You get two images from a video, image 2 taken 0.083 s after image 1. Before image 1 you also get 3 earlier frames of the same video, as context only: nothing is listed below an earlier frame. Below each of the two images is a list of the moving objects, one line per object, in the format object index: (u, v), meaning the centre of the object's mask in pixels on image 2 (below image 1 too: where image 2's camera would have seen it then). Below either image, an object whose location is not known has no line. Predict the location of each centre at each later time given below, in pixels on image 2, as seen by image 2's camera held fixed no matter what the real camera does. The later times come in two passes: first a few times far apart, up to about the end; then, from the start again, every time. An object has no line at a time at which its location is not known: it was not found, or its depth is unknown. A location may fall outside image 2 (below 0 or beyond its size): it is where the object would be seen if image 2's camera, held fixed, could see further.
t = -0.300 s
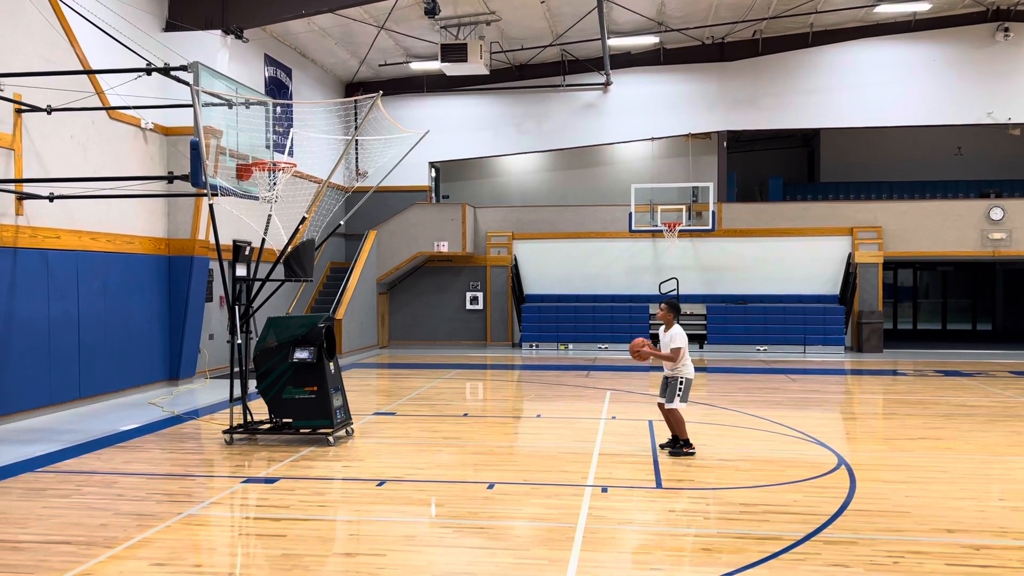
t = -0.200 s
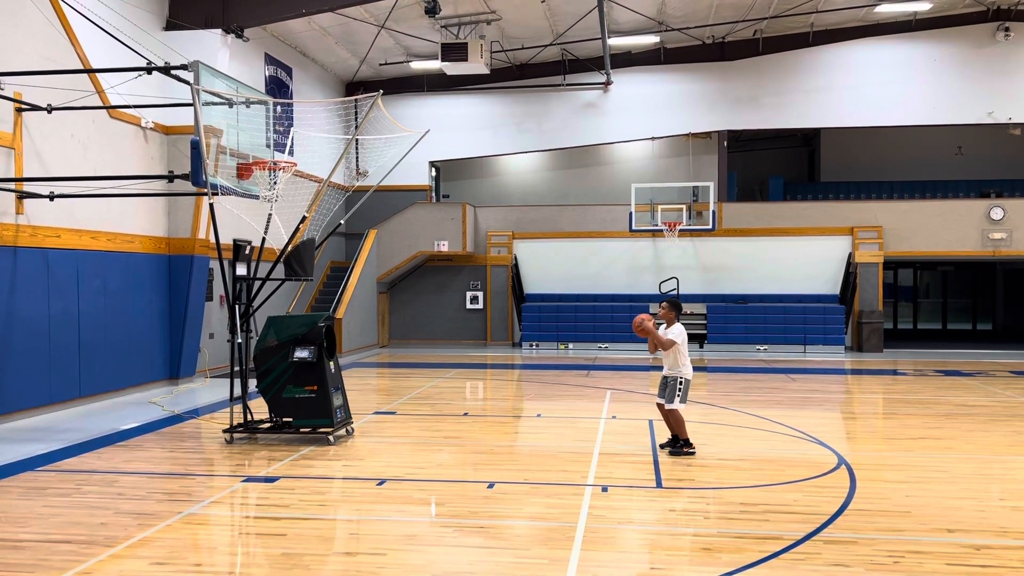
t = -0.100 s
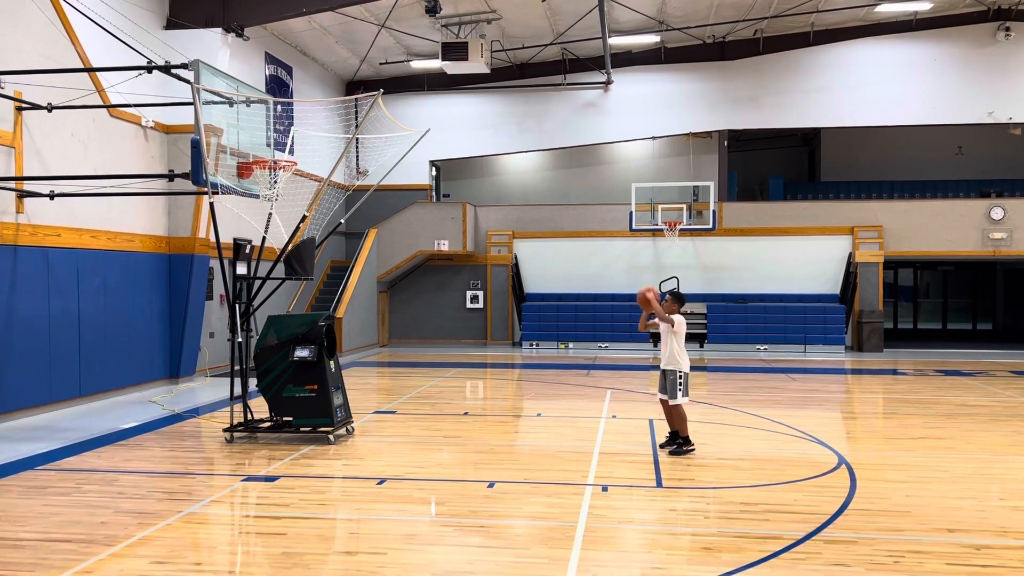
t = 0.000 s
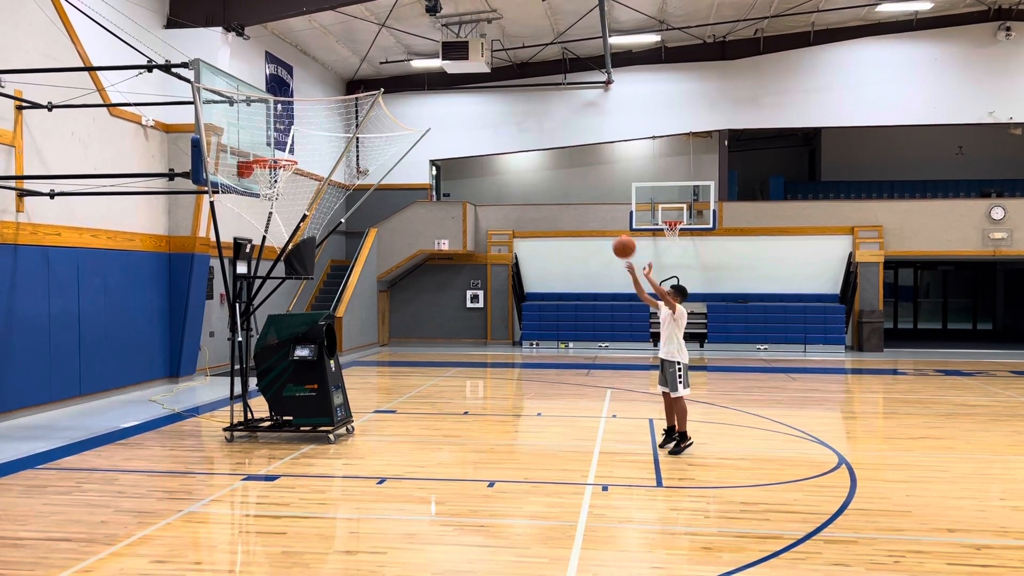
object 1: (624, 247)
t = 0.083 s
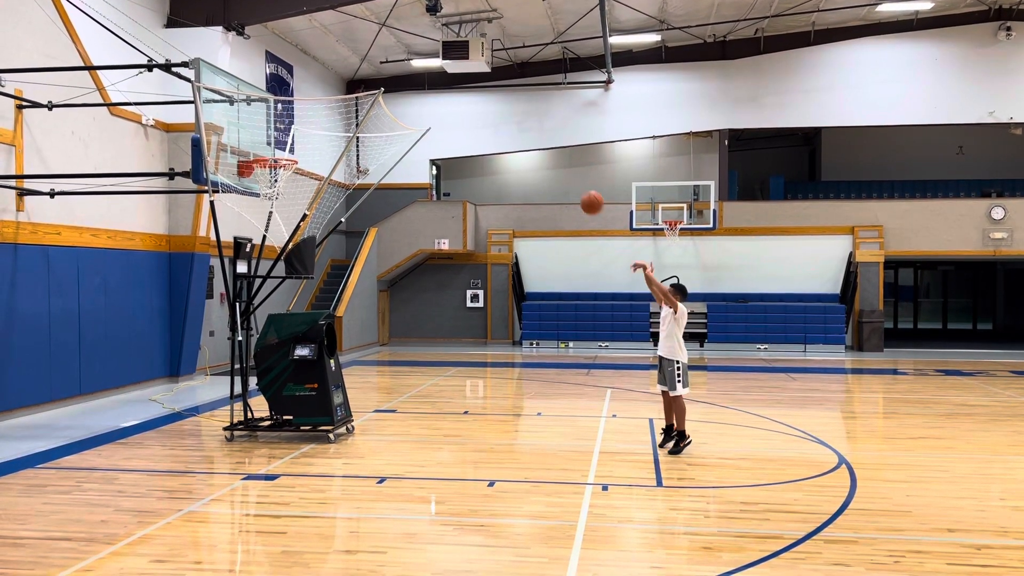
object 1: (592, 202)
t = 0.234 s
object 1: (536, 142)
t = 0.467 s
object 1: (452, 90)
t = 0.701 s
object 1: (371, 88)
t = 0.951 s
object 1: (293, 141)
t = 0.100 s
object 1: (586, 195)
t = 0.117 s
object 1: (579, 187)
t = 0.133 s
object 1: (573, 180)
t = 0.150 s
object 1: (566, 173)
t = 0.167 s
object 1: (560, 166)
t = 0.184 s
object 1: (554, 160)
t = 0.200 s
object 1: (548, 154)
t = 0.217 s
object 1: (542, 148)
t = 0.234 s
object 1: (536, 142)
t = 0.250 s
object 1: (529, 137)
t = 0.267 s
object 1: (523, 132)
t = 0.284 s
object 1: (517, 127)
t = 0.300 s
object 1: (511, 122)
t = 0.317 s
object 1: (505, 118)
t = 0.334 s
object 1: (499, 114)
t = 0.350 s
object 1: (493, 110)
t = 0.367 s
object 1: (487, 106)
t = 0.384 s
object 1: (481, 104)
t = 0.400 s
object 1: (475, 100)
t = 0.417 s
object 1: (469, 97)
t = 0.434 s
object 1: (463, 94)
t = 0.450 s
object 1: (457, 92)
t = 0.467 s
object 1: (452, 90)
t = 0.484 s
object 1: (446, 89)
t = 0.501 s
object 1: (440, 87)
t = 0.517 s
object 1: (434, 86)
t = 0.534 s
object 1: (429, 85)
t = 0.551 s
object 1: (423, 84)
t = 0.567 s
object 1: (417, 84)
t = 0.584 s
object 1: (411, 84)
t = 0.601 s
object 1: (406, 84)
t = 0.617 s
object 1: (400, 84)
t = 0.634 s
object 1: (395, 85)
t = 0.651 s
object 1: (389, 85)
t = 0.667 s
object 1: (384, 86)
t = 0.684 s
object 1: (378, 86)
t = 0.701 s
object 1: (371, 88)
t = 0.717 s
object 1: (367, 90)
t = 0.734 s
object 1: (361, 92)
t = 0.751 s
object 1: (356, 95)
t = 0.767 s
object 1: (351, 98)
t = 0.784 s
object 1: (345, 101)
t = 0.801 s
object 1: (340, 104)
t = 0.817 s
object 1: (335, 108)
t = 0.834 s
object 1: (330, 110)
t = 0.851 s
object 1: (325, 115)
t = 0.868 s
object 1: (320, 118)
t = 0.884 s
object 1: (314, 122)
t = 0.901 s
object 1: (309, 127)
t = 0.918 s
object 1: (304, 131)
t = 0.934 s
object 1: (298, 136)
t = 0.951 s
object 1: (293, 141)
